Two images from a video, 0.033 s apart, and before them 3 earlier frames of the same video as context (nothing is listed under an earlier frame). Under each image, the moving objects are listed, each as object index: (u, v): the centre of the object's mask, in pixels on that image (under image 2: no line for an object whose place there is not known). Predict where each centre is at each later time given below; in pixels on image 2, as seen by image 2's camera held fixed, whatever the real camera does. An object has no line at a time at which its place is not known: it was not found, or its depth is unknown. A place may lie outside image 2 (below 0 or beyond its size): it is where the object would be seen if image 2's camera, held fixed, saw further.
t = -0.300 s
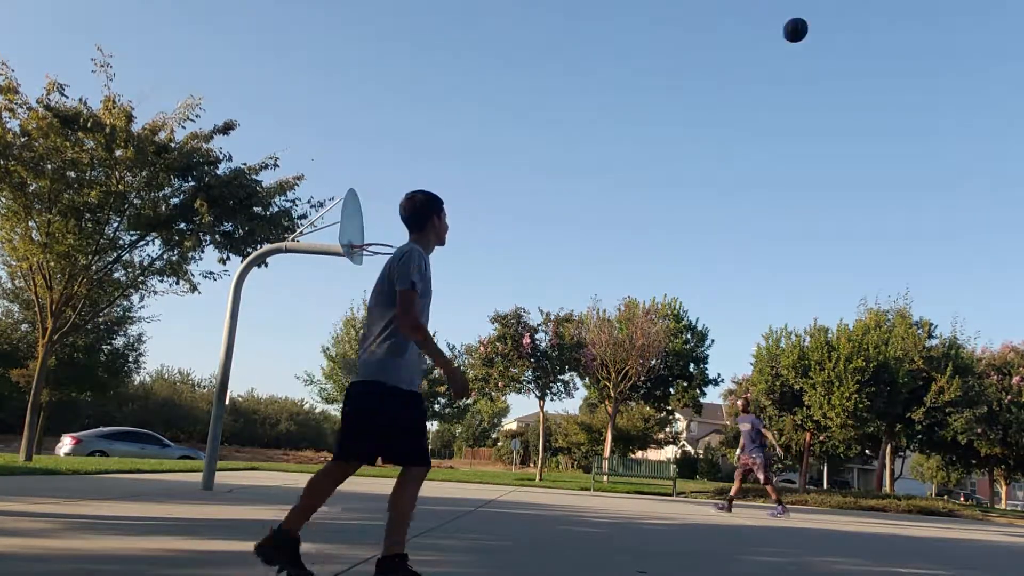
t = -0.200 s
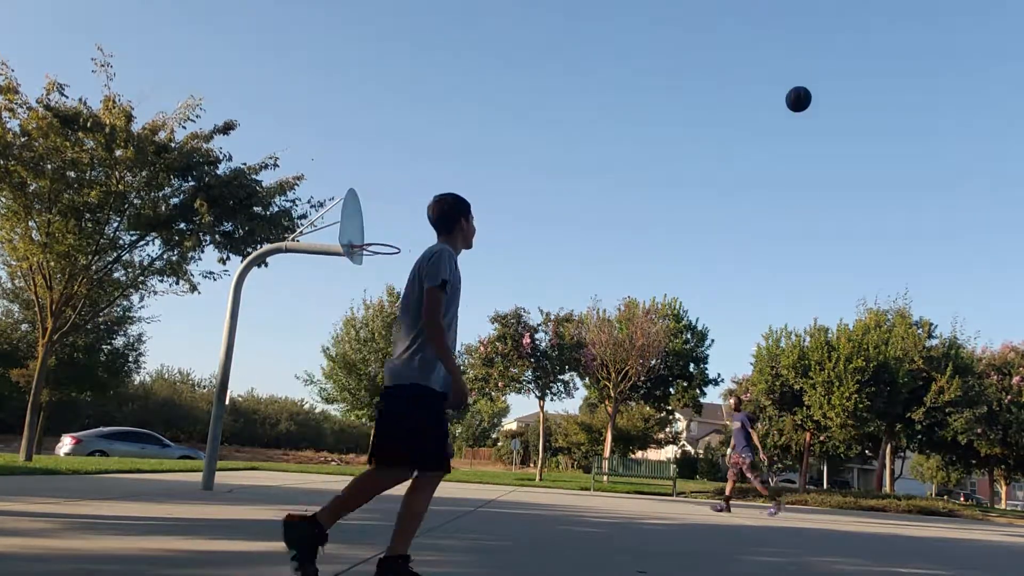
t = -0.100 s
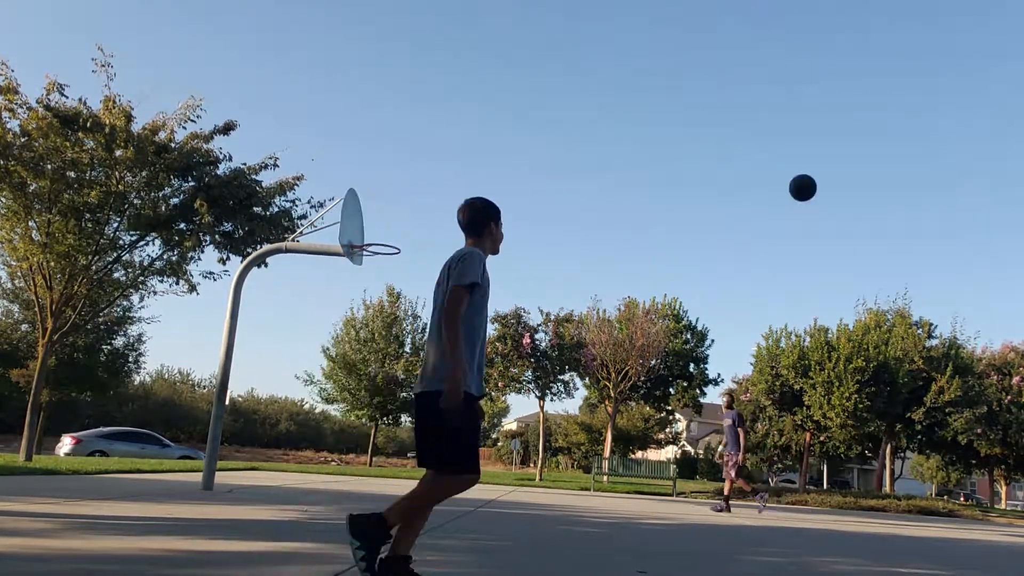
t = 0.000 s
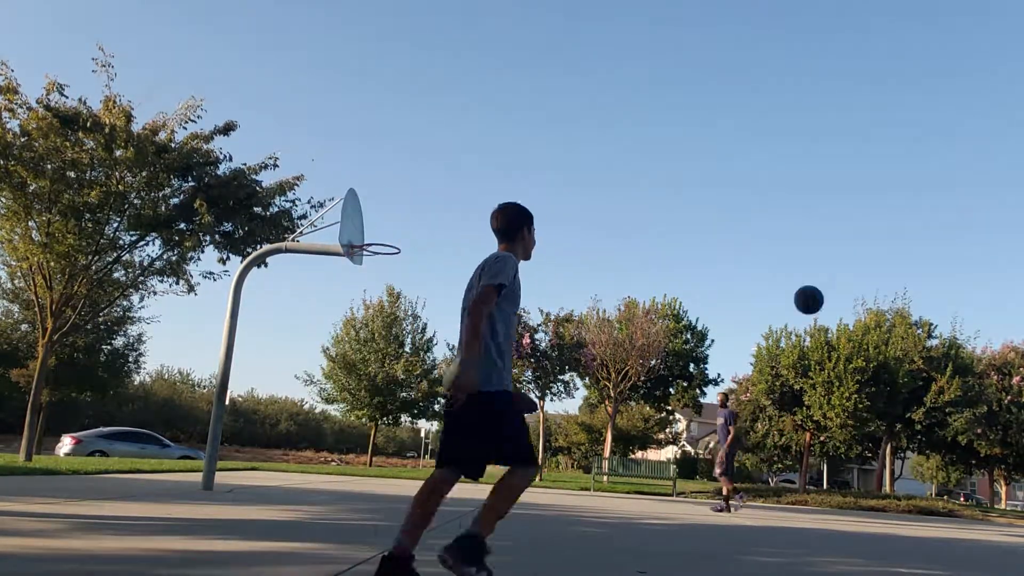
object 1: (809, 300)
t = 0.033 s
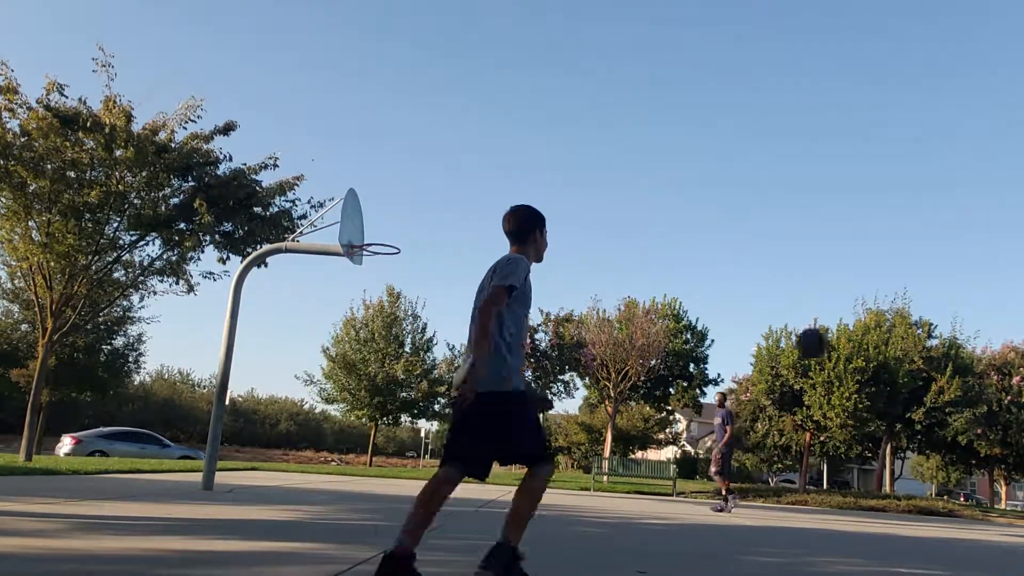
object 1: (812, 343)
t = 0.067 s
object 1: (814, 391)
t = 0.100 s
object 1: (817, 442)
